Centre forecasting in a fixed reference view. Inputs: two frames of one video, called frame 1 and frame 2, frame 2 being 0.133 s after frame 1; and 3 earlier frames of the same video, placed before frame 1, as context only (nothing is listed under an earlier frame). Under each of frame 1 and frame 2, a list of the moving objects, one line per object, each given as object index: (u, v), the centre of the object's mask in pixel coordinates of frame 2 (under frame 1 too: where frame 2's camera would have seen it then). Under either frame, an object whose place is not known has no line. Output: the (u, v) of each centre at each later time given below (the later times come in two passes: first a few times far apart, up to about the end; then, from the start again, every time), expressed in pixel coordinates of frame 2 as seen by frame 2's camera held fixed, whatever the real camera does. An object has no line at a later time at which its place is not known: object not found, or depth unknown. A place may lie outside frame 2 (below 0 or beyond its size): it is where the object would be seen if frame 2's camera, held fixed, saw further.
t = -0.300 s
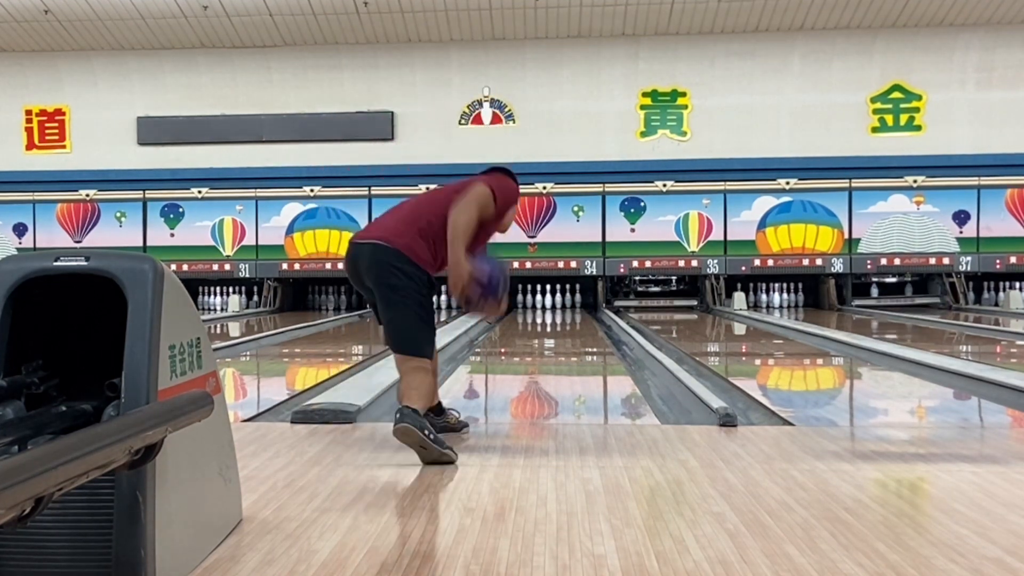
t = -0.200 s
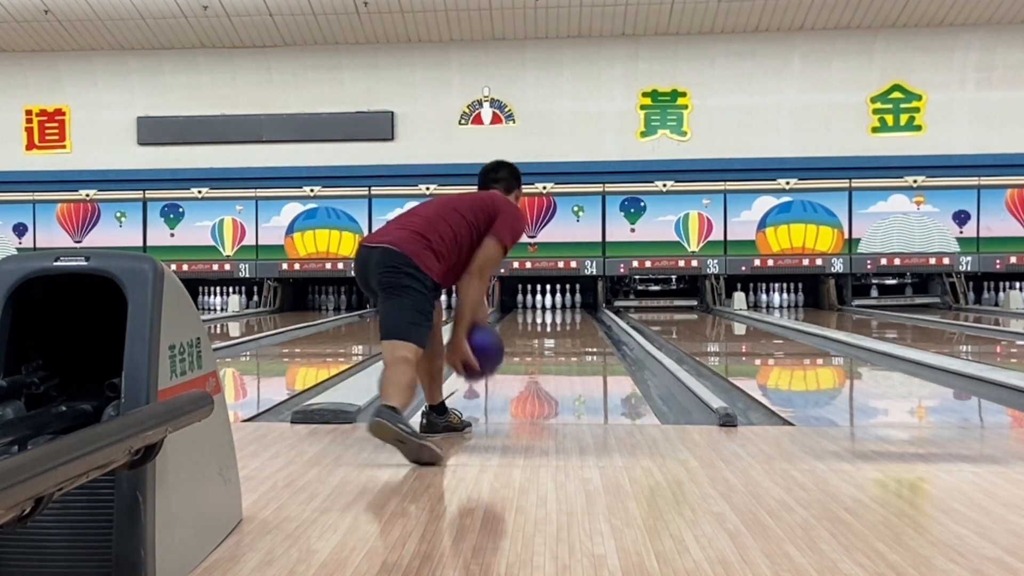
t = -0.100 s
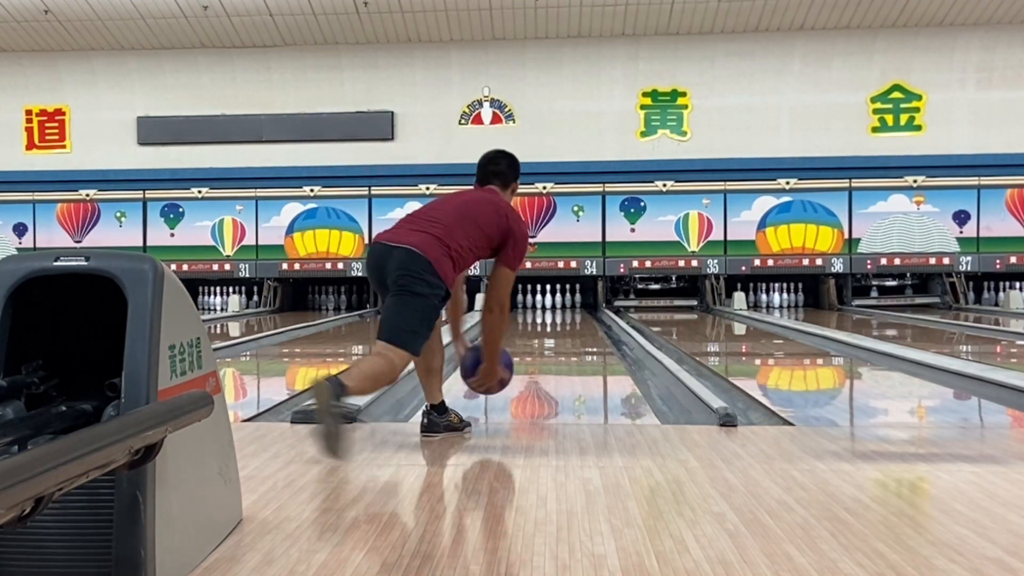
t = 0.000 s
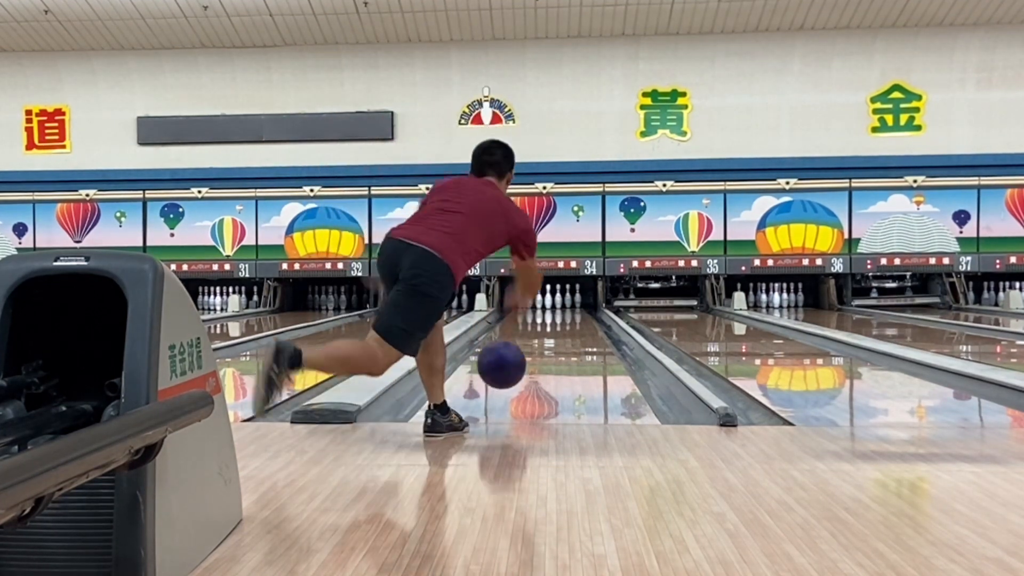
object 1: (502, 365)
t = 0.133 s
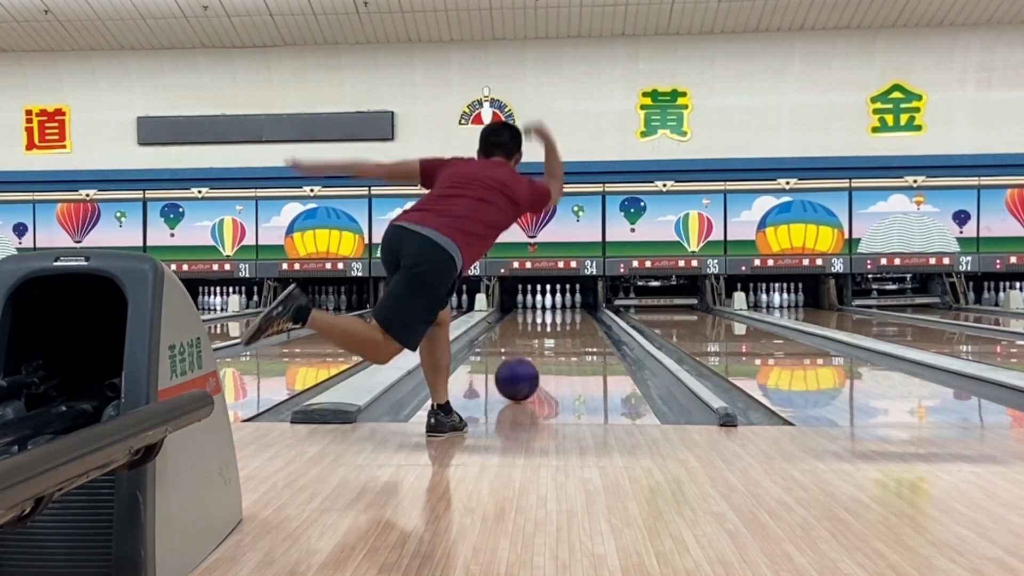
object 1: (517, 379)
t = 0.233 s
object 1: (526, 372)
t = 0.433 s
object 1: (542, 359)
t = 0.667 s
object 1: (555, 348)
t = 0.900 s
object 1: (564, 339)
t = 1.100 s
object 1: (571, 333)
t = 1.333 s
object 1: (576, 327)
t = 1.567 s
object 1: (580, 322)
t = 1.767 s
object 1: (582, 318)
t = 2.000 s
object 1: (584, 315)
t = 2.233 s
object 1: (583, 312)
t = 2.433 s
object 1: (581, 309)
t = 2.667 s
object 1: (576, 307)
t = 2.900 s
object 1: (568, 306)
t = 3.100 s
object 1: (562, 305)
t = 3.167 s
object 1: (561, 304)
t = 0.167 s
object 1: (520, 375)
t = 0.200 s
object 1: (523, 373)
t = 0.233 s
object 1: (526, 372)
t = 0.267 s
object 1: (529, 370)
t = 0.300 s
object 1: (532, 367)
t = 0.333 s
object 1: (534, 365)
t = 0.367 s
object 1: (537, 363)
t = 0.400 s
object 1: (539, 361)
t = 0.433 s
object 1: (542, 359)
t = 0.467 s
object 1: (544, 357)
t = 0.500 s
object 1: (546, 356)
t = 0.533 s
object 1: (548, 354)
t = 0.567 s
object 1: (549, 352)
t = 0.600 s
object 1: (551, 351)
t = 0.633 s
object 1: (553, 349)
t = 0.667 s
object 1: (555, 348)
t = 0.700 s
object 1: (556, 347)
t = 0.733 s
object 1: (557, 346)
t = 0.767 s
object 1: (559, 344)
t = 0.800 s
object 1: (560, 343)
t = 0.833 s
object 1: (562, 341)
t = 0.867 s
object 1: (563, 341)
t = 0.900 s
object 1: (564, 339)
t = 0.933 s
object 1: (565, 339)
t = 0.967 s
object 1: (567, 338)
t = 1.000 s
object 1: (568, 337)
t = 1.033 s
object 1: (569, 336)
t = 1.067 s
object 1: (570, 334)
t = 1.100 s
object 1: (571, 333)
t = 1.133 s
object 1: (571, 333)
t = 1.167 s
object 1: (572, 332)
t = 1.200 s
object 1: (573, 331)
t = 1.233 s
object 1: (574, 330)
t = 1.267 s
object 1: (575, 329)
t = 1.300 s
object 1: (575, 328)
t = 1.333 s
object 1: (576, 327)
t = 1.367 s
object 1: (577, 326)
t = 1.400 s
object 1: (577, 326)
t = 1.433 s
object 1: (578, 326)
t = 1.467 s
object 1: (579, 324)
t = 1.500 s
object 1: (579, 324)
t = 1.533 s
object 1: (580, 323)
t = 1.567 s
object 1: (580, 322)
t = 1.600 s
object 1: (581, 321)
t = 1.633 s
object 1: (581, 321)
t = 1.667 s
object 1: (582, 320)
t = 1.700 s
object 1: (582, 320)
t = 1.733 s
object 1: (582, 319)
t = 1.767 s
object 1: (582, 318)
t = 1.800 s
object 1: (583, 318)
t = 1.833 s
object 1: (583, 317)
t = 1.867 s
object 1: (583, 317)
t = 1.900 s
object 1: (583, 316)
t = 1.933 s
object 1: (583, 316)
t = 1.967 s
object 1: (584, 315)
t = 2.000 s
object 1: (584, 315)
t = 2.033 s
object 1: (584, 314)
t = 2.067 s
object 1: (584, 314)
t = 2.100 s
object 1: (584, 313)
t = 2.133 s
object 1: (584, 313)
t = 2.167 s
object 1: (584, 313)
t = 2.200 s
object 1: (584, 312)
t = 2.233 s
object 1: (583, 312)
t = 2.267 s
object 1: (583, 311)
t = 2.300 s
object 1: (583, 311)
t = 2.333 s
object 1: (582, 310)
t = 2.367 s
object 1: (582, 310)
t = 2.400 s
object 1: (581, 310)
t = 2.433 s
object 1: (581, 309)
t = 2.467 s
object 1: (581, 309)
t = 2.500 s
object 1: (580, 309)
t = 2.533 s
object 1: (579, 309)
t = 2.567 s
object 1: (579, 308)
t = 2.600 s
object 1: (578, 308)
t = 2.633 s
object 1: (577, 308)
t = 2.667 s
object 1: (576, 307)
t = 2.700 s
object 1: (575, 307)
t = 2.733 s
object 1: (574, 307)
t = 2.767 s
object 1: (573, 307)
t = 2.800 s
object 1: (571, 307)
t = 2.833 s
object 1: (570, 306)
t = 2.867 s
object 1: (569, 306)
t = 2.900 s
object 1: (568, 306)
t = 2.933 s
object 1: (567, 305)
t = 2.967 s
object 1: (566, 305)
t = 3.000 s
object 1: (565, 305)
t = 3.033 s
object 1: (565, 305)
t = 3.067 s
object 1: (563, 305)
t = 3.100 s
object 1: (562, 305)
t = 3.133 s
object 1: (561, 304)
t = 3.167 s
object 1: (561, 304)
